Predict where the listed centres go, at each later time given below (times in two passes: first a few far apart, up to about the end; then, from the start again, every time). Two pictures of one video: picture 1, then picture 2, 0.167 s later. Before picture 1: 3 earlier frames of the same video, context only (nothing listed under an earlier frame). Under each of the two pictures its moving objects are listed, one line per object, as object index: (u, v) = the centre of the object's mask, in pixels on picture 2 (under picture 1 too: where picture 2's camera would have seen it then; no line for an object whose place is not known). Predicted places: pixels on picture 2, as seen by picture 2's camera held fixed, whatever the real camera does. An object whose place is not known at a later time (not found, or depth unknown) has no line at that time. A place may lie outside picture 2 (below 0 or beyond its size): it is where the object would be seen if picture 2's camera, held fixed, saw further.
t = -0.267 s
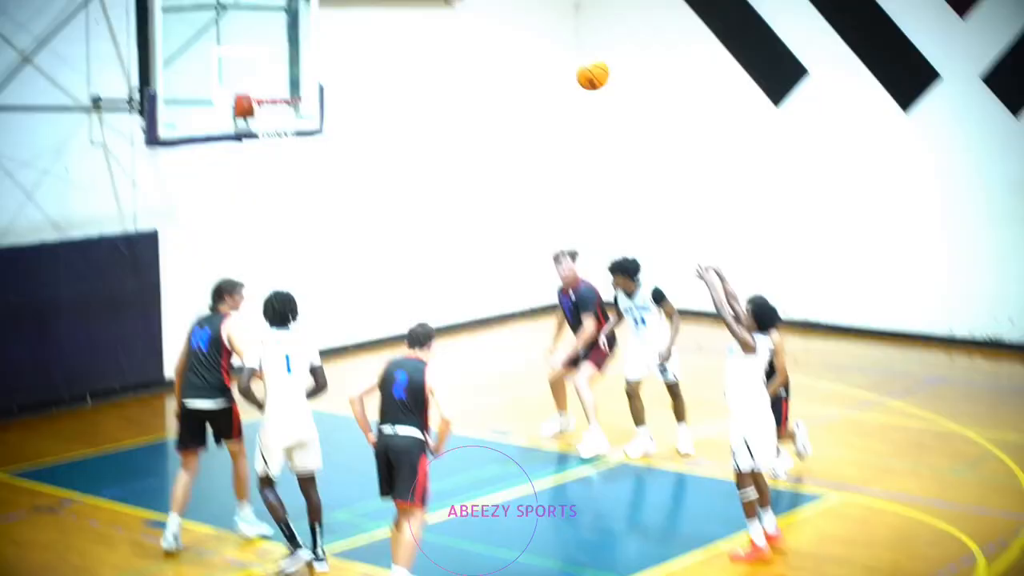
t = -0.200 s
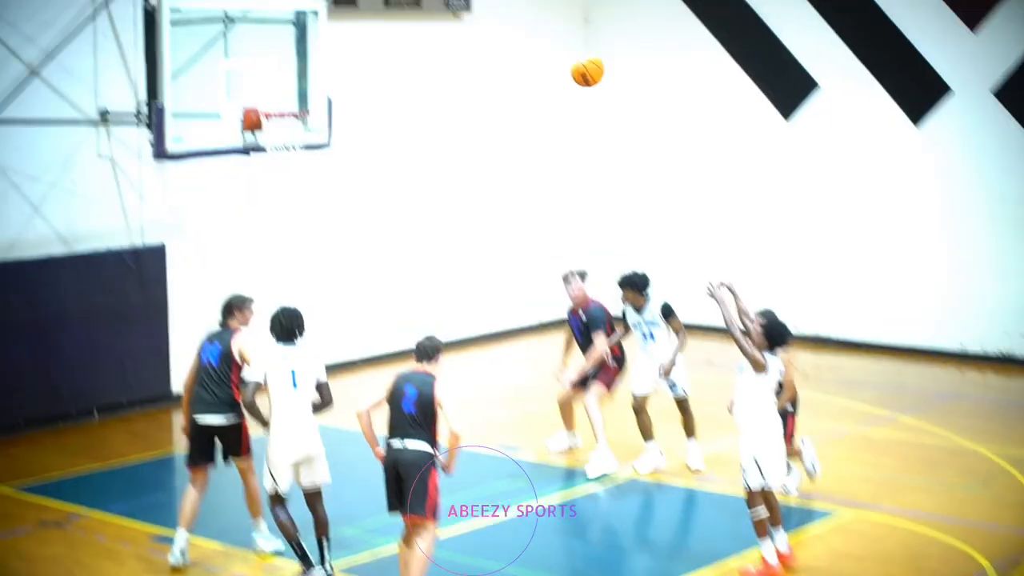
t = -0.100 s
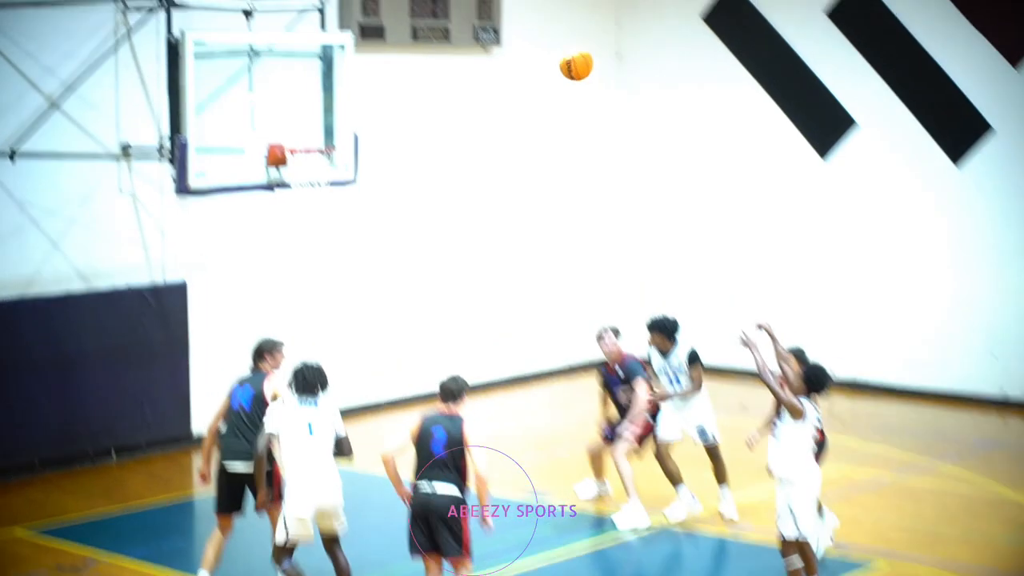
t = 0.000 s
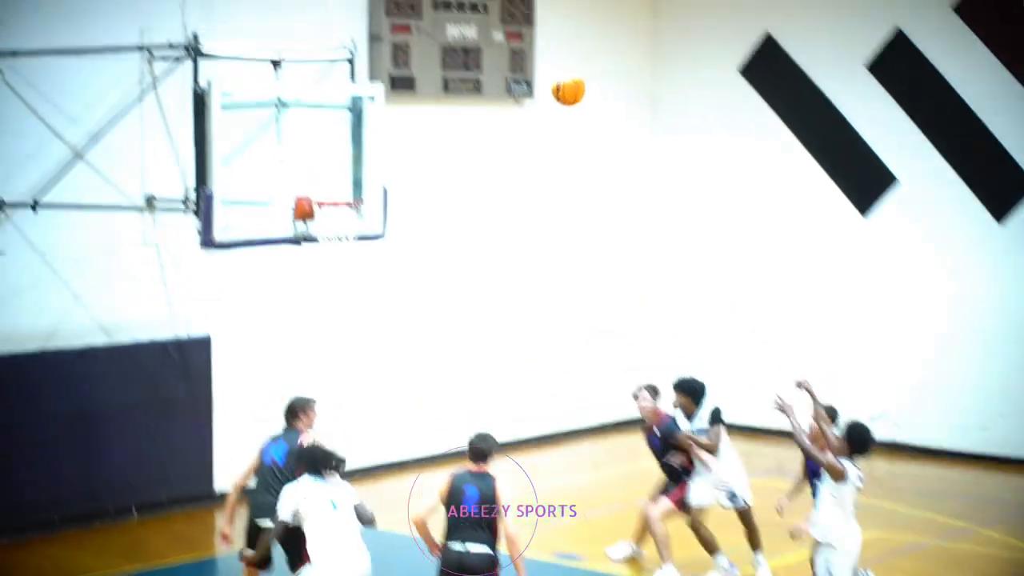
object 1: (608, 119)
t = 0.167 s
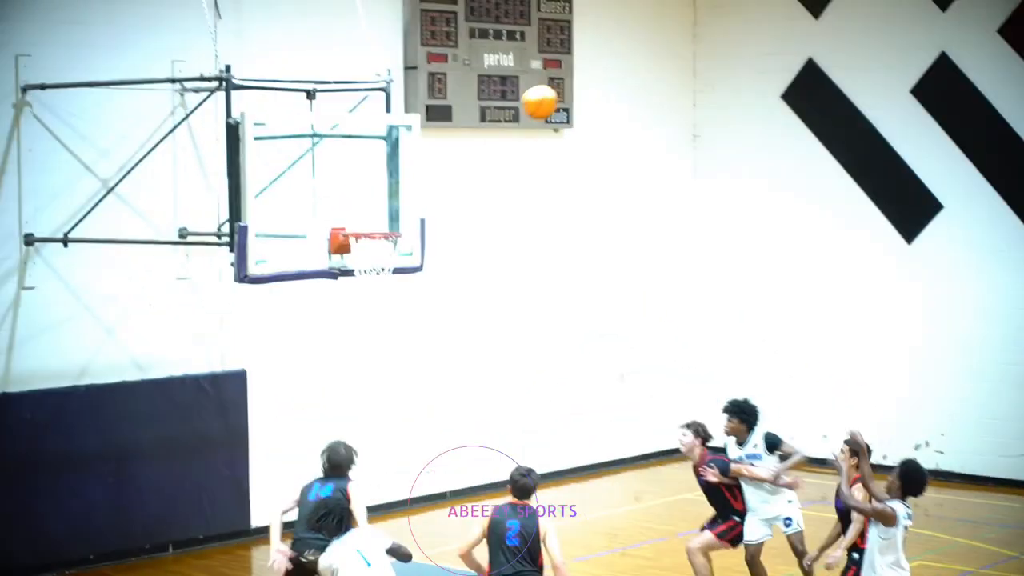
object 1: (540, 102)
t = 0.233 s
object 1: (514, 107)
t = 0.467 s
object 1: (430, 175)
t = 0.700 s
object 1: (372, 215)
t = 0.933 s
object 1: (364, 202)
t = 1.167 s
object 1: (389, 221)
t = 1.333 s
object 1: (359, 237)
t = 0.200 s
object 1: (527, 104)
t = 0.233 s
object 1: (514, 107)
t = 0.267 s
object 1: (501, 112)
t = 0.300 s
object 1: (489, 118)
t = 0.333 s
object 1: (477, 126)
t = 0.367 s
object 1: (465, 134)
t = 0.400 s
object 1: (454, 145)
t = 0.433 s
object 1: (442, 159)
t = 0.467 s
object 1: (430, 175)
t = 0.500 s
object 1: (419, 189)
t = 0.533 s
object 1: (407, 200)
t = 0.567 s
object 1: (398, 215)
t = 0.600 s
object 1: (391, 219)
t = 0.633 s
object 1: (386, 216)
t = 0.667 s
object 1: (379, 215)
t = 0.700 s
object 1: (372, 215)
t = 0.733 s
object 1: (366, 215)
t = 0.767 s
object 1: (360, 219)
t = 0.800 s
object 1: (354, 217)
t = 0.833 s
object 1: (352, 212)
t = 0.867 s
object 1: (356, 207)
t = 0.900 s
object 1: (361, 203)
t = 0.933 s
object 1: (364, 202)
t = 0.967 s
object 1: (368, 201)
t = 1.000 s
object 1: (372, 202)
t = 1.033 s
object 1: (377, 203)
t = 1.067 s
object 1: (381, 206)
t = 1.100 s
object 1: (386, 211)
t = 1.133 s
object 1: (389, 217)
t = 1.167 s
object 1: (389, 221)
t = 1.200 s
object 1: (384, 222)
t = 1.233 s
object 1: (378, 223)
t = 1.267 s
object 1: (369, 226)
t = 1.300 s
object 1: (363, 233)
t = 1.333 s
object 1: (359, 237)
